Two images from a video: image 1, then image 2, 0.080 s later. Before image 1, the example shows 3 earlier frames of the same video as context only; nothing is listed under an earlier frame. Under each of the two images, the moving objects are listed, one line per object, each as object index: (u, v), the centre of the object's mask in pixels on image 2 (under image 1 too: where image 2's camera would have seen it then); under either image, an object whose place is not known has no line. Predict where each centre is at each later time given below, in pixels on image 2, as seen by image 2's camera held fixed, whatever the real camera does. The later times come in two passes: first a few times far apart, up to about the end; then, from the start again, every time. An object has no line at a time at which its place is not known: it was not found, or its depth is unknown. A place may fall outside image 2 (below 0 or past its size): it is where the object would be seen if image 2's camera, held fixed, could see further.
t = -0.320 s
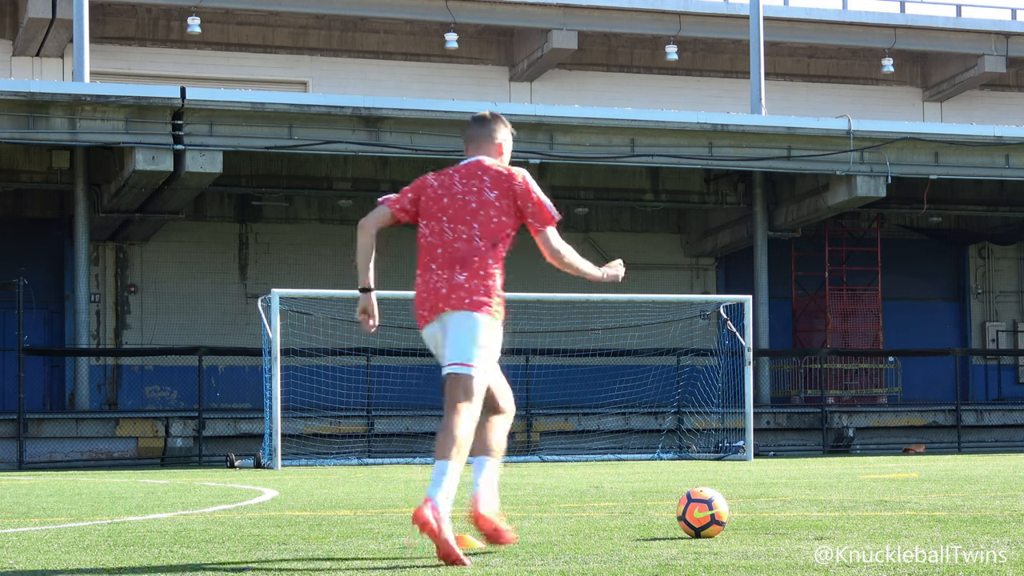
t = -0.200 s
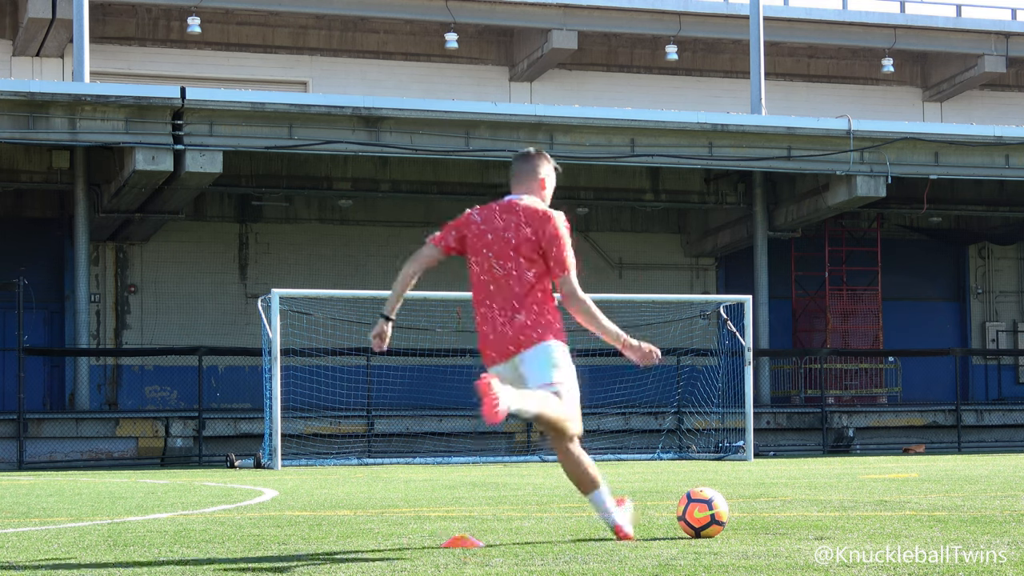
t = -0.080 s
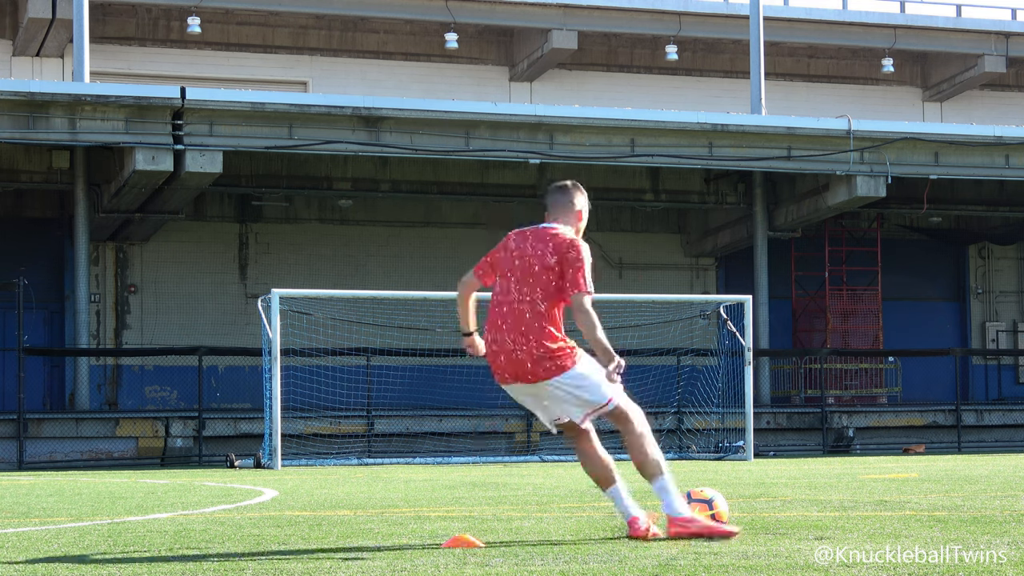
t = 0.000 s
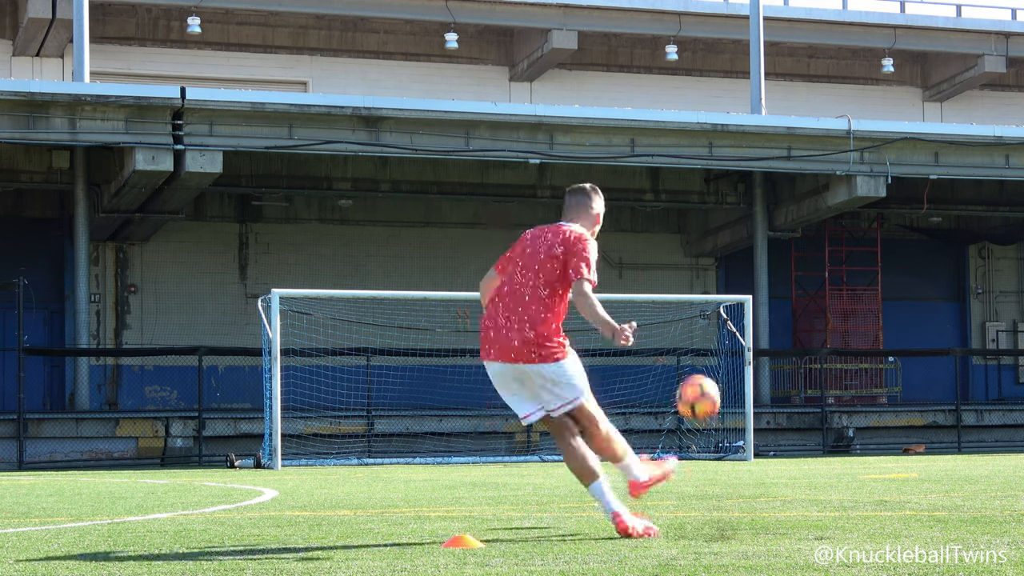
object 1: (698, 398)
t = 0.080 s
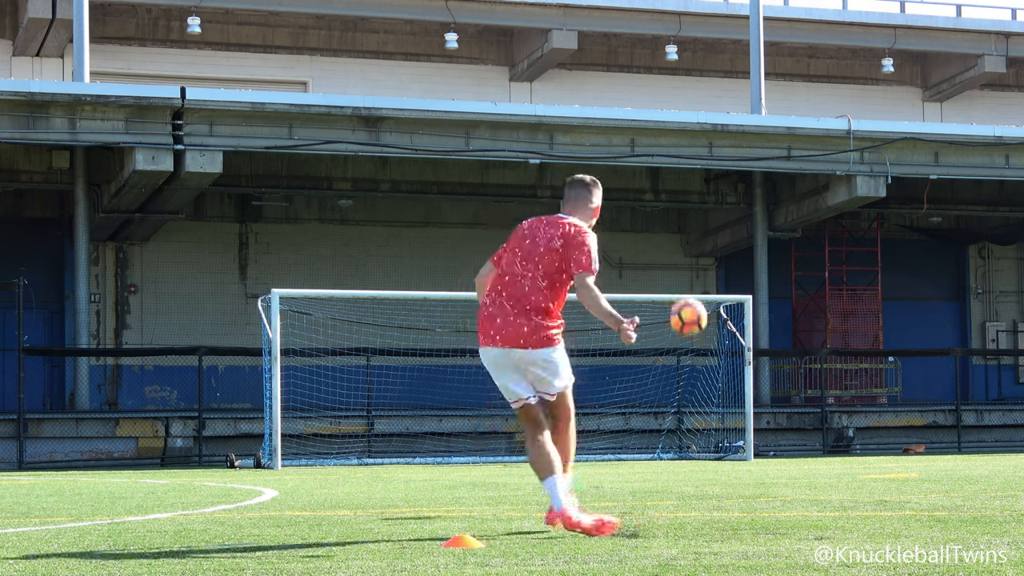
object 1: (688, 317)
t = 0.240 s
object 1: (670, 245)
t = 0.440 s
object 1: (652, 239)
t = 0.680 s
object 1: (635, 278)
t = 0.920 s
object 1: (626, 346)
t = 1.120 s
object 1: (626, 408)
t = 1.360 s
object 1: (648, 420)
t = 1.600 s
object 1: (665, 391)
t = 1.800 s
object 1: (680, 395)
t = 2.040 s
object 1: (699, 431)
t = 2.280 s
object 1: (715, 431)
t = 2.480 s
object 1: (727, 418)
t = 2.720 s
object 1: (742, 438)
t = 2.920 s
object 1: (755, 444)
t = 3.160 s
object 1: (771, 441)
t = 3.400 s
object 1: (788, 449)
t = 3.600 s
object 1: (802, 453)
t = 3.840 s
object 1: (819, 455)
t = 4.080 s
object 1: (835, 455)
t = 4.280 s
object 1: (848, 455)
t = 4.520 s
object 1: (864, 455)
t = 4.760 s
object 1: (879, 455)
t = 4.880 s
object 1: (886, 455)
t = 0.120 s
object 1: (683, 289)
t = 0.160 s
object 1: (679, 270)
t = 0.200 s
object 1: (675, 255)
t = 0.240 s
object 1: (670, 245)
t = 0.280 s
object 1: (667, 239)
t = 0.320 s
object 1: (663, 236)
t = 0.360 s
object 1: (659, 236)
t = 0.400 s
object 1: (656, 237)
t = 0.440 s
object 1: (652, 239)
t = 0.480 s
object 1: (649, 243)
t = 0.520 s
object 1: (646, 248)
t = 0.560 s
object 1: (643, 254)
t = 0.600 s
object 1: (640, 261)
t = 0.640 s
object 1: (638, 269)
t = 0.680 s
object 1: (635, 278)
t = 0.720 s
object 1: (633, 286)
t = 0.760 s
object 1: (631, 297)
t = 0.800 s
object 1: (630, 308)
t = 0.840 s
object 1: (628, 320)
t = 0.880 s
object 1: (627, 332)
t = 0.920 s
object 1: (626, 346)
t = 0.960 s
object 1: (625, 359)
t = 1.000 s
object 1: (625, 373)
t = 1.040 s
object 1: (625, 388)
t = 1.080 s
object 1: (625, 399)
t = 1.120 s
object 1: (626, 408)
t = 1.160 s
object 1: (630, 417)
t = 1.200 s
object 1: (634, 432)
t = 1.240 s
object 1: (639, 448)
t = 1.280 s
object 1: (643, 439)
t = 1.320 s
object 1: (645, 428)
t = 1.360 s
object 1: (648, 420)
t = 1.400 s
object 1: (650, 412)
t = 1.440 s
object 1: (653, 405)
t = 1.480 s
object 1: (657, 400)
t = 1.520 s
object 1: (659, 397)
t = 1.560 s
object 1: (662, 394)
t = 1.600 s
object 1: (665, 391)
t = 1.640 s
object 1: (668, 390)
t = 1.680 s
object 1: (671, 390)
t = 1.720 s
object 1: (674, 390)
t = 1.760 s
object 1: (677, 391)
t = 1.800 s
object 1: (680, 395)
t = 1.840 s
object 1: (683, 398)
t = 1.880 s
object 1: (686, 402)
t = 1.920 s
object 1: (689, 408)
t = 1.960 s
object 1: (693, 415)
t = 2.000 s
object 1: (697, 423)
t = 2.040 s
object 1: (699, 431)
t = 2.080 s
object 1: (703, 442)
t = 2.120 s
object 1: (707, 453)
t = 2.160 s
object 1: (709, 451)
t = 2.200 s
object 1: (711, 444)
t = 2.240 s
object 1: (713, 436)
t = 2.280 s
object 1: (715, 431)
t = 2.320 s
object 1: (717, 426)
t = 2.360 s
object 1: (720, 423)
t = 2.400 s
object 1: (722, 421)
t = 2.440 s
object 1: (725, 419)
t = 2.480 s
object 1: (727, 418)
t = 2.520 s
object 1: (729, 419)
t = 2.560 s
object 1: (731, 420)
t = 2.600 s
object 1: (735, 423)
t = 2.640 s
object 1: (737, 427)
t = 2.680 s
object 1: (739, 431)
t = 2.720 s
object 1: (742, 438)
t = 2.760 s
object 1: (744, 445)
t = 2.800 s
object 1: (747, 453)
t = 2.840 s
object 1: (750, 454)
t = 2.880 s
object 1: (752, 448)
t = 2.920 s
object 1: (755, 444)
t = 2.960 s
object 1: (758, 441)
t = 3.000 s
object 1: (761, 439)
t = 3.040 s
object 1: (763, 438)
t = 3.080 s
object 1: (766, 438)
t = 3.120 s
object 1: (768, 439)
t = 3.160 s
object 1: (771, 441)
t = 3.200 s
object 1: (775, 445)
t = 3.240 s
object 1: (777, 449)
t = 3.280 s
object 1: (780, 455)
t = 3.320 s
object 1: (783, 454)
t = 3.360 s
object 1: (786, 450)
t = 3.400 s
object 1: (788, 449)
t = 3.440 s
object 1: (791, 447)
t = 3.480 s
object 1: (794, 447)
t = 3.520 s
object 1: (796, 447)
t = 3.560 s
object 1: (799, 450)
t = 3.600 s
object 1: (802, 453)
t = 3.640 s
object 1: (805, 456)
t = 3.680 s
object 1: (807, 454)
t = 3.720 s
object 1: (810, 452)
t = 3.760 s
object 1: (813, 452)
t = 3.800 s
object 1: (816, 453)
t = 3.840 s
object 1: (819, 455)
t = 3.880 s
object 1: (821, 455)
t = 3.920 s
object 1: (824, 455)
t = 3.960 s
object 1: (827, 455)
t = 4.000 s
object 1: (830, 455)
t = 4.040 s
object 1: (832, 455)
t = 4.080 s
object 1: (835, 455)
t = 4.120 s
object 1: (838, 456)
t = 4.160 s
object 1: (840, 455)
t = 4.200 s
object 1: (843, 456)
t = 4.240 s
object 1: (846, 455)
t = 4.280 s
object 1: (848, 455)
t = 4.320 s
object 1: (851, 455)
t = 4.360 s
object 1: (853, 455)
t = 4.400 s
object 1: (856, 455)
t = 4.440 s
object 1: (858, 455)
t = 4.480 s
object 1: (861, 455)
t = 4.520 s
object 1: (864, 455)
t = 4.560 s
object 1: (866, 455)
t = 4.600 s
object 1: (869, 455)
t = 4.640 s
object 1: (872, 455)
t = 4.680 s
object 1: (874, 455)
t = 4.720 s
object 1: (876, 455)
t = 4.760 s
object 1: (879, 455)
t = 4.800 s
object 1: (881, 455)
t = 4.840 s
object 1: (883, 456)
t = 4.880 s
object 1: (886, 455)
